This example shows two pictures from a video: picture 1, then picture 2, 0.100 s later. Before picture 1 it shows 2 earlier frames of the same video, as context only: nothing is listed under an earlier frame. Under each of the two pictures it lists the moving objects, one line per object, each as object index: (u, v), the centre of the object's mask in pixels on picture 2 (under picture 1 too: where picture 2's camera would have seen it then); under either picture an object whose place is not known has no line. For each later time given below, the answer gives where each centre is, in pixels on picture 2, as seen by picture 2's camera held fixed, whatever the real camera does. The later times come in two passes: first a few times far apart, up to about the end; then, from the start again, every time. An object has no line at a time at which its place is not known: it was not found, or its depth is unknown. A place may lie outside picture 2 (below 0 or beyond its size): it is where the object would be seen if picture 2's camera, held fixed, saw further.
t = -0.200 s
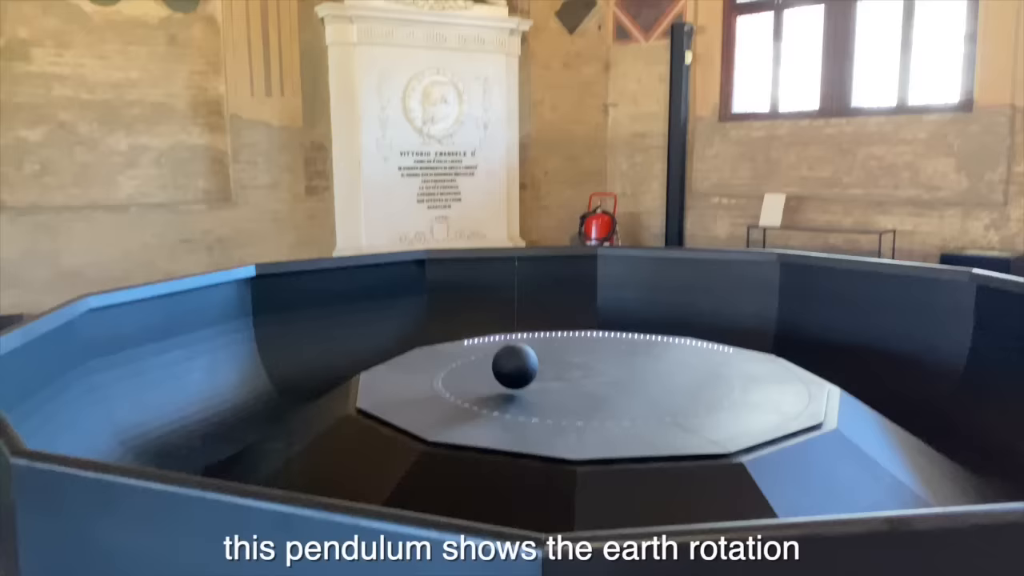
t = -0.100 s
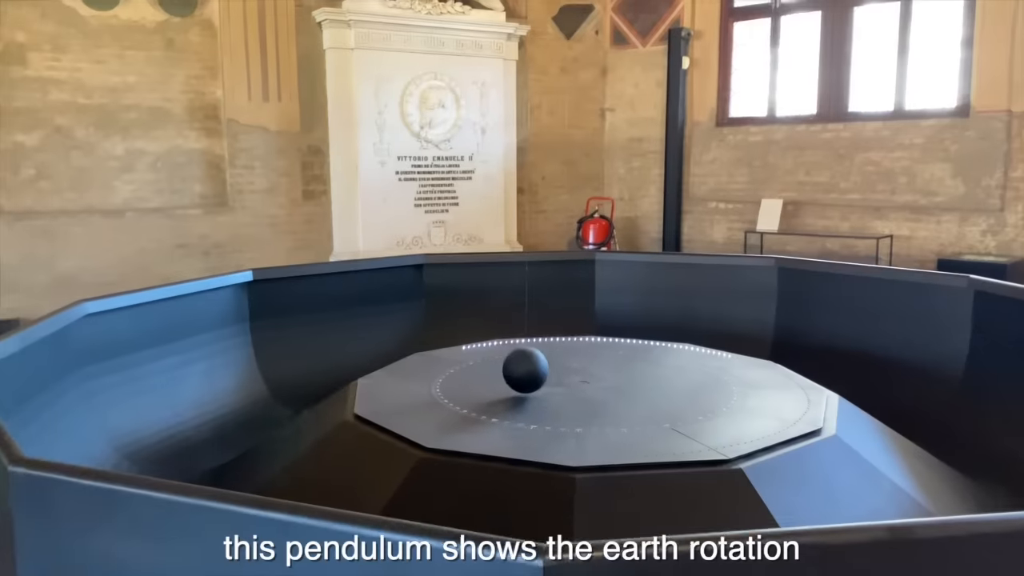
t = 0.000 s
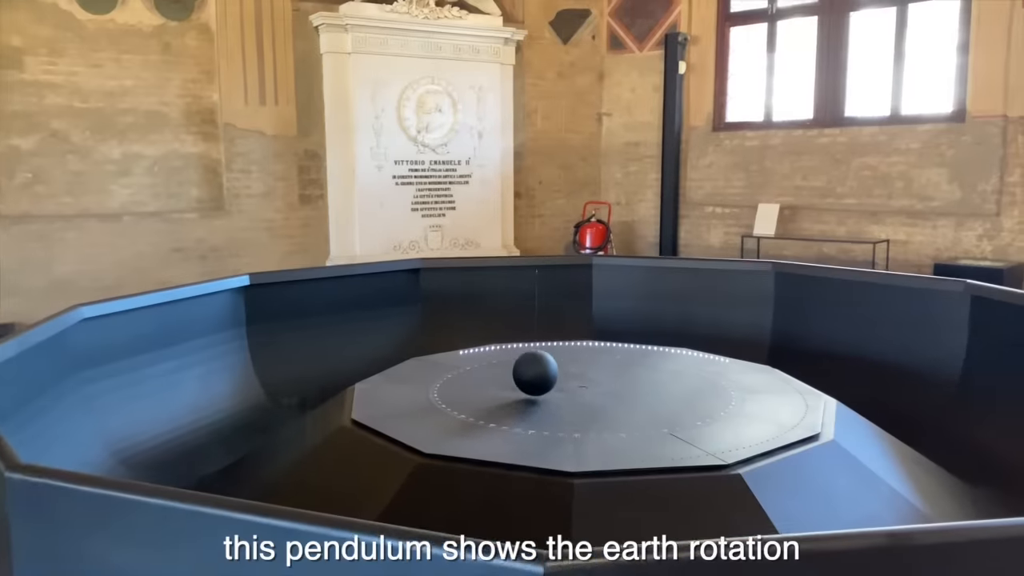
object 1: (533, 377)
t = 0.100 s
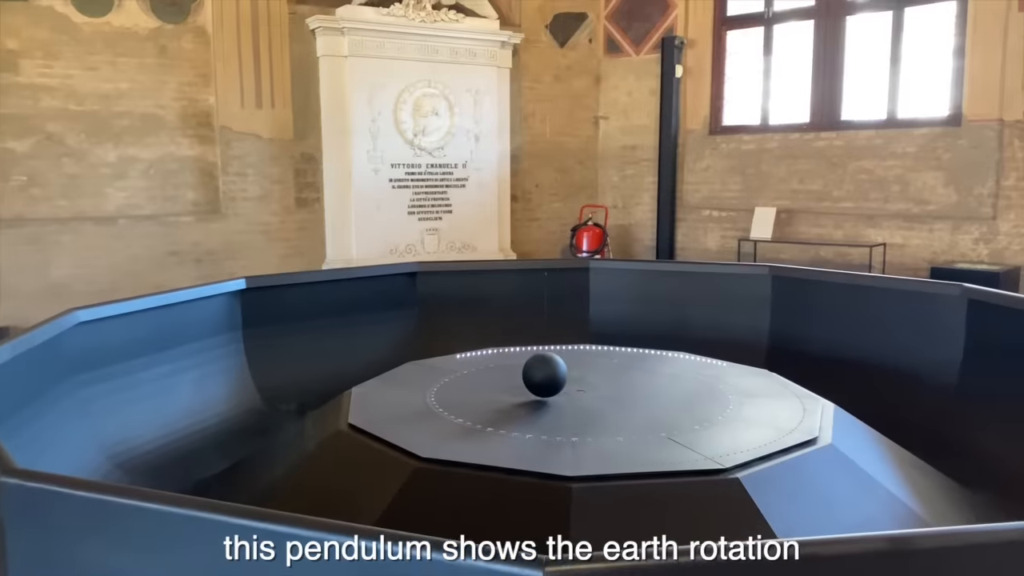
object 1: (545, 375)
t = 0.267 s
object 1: (564, 371)
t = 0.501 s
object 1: (591, 366)
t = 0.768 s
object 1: (620, 360)
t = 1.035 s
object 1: (647, 355)
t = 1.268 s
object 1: (668, 350)
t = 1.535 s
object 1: (688, 346)
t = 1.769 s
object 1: (702, 343)
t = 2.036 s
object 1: (714, 340)
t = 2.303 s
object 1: (723, 338)
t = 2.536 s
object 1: (726, 337)
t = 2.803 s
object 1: (726, 337)
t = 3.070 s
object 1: (720, 338)
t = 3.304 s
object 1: (713, 340)
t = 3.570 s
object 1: (700, 343)
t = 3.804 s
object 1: (684, 347)
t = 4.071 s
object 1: (663, 352)
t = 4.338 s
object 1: (639, 357)
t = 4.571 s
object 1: (615, 362)
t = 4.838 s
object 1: (585, 367)
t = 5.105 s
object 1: (554, 373)
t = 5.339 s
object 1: (526, 378)
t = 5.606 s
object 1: (494, 383)
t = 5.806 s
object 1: (472, 386)
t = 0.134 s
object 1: (549, 374)
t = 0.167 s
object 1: (553, 373)
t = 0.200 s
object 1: (557, 373)
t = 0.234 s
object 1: (560, 372)
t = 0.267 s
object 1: (564, 371)
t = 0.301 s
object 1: (568, 371)
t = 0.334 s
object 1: (572, 370)
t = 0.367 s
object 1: (576, 369)
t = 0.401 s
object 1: (580, 369)
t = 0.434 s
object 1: (584, 368)
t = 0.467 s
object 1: (587, 367)
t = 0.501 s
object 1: (591, 366)
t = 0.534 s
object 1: (595, 365)
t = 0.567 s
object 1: (599, 364)
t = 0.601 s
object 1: (602, 364)
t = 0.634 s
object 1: (606, 363)
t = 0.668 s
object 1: (610, 363)
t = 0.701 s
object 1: (613, 362)
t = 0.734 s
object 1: (617, 361)
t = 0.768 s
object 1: (620, 360)
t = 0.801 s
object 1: (624, 359)
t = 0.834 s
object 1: (627, 359)
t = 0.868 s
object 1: (631, 358)
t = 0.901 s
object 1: (634, 357)
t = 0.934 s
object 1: (637, 357)
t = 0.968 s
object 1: (641, 356)
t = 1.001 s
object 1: (644, 355)
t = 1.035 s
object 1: (647, 355)
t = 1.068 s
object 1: (650, 354)
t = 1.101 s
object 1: (653, 353)
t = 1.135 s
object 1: (656, 353)
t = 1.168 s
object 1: (659, 352)
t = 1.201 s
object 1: (662, 352)
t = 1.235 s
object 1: (665, 351)
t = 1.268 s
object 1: (668, 350)
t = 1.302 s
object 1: (670, 350)
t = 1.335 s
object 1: (673, 349)
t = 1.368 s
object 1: (676, 349)
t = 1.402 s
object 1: (678, 348)
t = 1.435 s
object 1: (681, 348)
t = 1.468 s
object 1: (683, 347)
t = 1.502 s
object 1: (685, 346)
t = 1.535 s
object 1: (688, 346)
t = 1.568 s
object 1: (690, 345)
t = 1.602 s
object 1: (692, 345)
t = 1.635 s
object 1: (694, 344)
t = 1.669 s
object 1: (696, 344)
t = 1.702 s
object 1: (699, 344)
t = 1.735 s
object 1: (700, 343)
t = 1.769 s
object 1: (702, 343)
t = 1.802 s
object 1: (704, 342)
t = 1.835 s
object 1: (706, 342)
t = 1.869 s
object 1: (707, 341)
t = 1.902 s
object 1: (709, 341)
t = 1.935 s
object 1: (710, 341)
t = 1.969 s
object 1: (712, 340)
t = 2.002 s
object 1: (713, 340)
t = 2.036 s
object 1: (714, 340)
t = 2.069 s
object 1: (716, 339)
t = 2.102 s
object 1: (717, 339)
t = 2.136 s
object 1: (718, 339)
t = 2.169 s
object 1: (719, 338)
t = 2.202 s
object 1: (720, 338)
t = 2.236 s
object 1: (721, 338)
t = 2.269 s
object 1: (722, 338)
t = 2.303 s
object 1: (723, 338)
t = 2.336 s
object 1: (723, 338)
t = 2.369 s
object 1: (724, 337)
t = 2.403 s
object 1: (724, 337)
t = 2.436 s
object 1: (725, 338)
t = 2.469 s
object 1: (725, 337)
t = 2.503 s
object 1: (726, 337)
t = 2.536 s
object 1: (726, 337)
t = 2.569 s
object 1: (726, 337)
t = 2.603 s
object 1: (726, 337)
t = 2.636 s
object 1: (726, 337)
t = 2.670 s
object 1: (726, 337)
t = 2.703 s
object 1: (726, 337)
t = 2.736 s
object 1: (726, 337)
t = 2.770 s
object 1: (726, 337)
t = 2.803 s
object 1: (726, 337)
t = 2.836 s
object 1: (725, 337)
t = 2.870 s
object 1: (725, 337)
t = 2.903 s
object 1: (724, 337)
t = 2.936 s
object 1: (724, 337)
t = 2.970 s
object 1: (723, 337)
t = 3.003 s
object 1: (722, 338)
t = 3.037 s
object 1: (722, 338)
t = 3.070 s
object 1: (720, 338)
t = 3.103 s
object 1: (719, 338)
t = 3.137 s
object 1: (719, 339)
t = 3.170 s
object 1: (718, 339)
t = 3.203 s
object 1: (717, 339)
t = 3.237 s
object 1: (716, 339)
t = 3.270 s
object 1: (714, 340)
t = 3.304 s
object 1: (713, 340)
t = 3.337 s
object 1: (712, 341)
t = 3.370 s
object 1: (710, 341)
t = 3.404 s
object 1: (709, 342)
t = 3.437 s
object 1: (707, 342)
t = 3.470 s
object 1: (705, 342)
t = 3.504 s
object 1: (703, 343)
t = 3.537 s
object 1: (701, 343)
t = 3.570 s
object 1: (700, 343)
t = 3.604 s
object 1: (698, 344)
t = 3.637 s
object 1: (696, 345)
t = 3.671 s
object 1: (694, 345)
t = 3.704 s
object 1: (691, 345)
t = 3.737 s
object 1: (689, 346)
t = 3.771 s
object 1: (687, 346)
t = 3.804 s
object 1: (684, 347)
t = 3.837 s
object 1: (682, 348)
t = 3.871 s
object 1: (679, 348)
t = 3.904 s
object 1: (677, 349)
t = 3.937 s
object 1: (674, 349)
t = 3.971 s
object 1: (672, 350)
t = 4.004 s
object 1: (669, 350)
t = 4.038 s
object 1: (666, 351)
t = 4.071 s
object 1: (663, 352)
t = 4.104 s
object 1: (661, 352)
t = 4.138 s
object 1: (658, 353)
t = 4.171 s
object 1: (655, 353)
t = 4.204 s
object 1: (652, 354)
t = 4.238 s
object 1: (648, 355)
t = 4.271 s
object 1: (645, 355)
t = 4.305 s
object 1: (642, 356)
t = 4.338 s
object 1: (639, 357)
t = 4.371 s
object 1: (636, 357)
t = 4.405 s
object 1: (633, 358)
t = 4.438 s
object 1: (629, 359)
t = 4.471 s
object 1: (626, 359)
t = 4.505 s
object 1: (622, 360)
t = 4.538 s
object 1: (618, 361)
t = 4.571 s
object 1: (615, 362)
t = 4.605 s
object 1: (611, 362)
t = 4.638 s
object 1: (608, 363)
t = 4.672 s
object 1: (604, 364)
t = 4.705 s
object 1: (600, 364)
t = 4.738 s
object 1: (597, 365)
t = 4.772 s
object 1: (593, 366)
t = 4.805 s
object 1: (589, 367)
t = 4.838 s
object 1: (585, 367)
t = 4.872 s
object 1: (582, 368)
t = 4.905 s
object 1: (578, 369)
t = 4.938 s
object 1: (574, 370)
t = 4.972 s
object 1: (570, 370)
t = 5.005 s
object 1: (566, 371)
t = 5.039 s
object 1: (562, 372)
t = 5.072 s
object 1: (558, 372)
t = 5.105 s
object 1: (554, 373)
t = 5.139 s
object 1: (550, 374)
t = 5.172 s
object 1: (546, 375)
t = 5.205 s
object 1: (542, 375)
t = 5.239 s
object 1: (538, 376)
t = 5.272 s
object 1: (534, 376)
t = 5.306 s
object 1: (530, 377)
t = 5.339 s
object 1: (526, 378)
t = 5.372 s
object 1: (522, 378)
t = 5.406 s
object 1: (518, 379)
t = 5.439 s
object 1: (514, 380)
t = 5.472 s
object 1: (510, 380)
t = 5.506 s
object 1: (506, 381)
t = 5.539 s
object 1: (502, 381)
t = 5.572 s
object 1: (498, 382)
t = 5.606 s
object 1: (494, 383)
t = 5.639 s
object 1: (490, 383)
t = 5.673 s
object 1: (486, 384)
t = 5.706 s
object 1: (483, 385)
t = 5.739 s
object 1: (479, 385)
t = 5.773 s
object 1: (475, 386)
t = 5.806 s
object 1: (472, 386)
